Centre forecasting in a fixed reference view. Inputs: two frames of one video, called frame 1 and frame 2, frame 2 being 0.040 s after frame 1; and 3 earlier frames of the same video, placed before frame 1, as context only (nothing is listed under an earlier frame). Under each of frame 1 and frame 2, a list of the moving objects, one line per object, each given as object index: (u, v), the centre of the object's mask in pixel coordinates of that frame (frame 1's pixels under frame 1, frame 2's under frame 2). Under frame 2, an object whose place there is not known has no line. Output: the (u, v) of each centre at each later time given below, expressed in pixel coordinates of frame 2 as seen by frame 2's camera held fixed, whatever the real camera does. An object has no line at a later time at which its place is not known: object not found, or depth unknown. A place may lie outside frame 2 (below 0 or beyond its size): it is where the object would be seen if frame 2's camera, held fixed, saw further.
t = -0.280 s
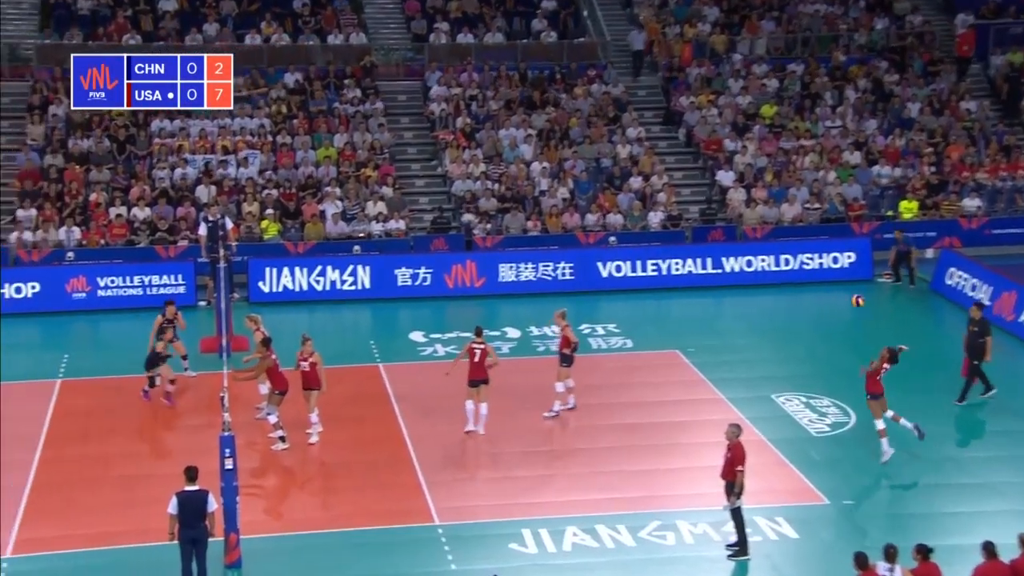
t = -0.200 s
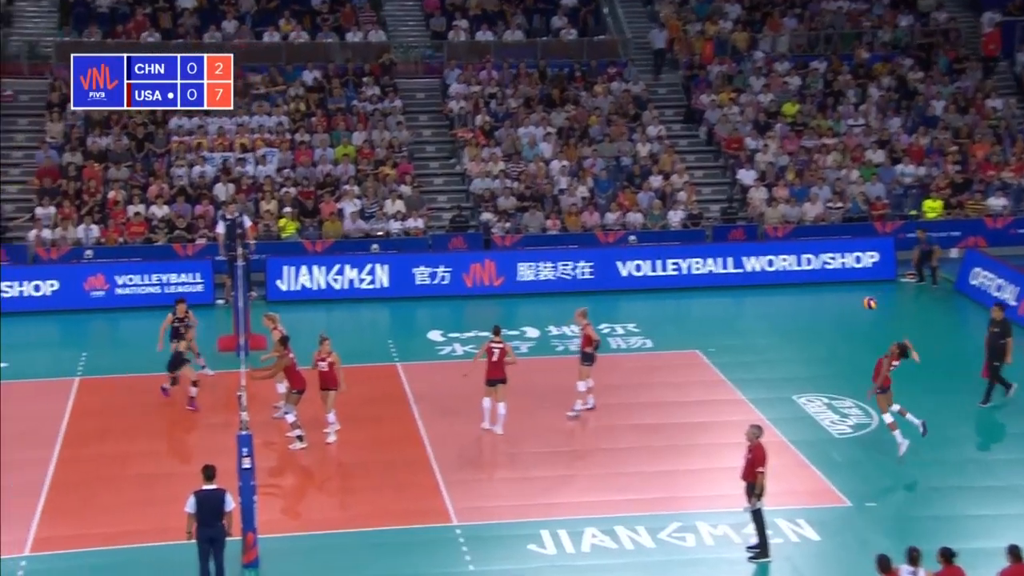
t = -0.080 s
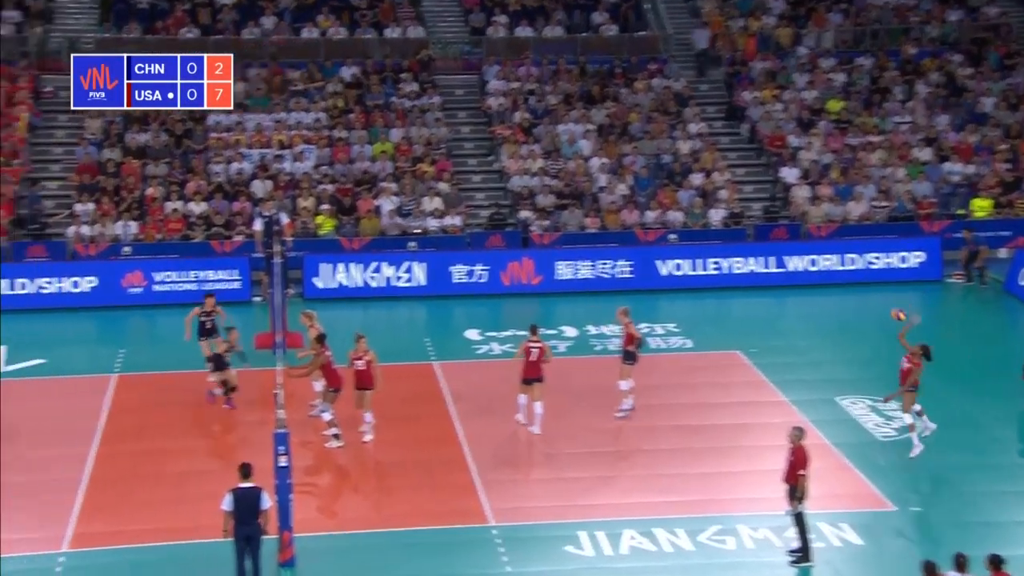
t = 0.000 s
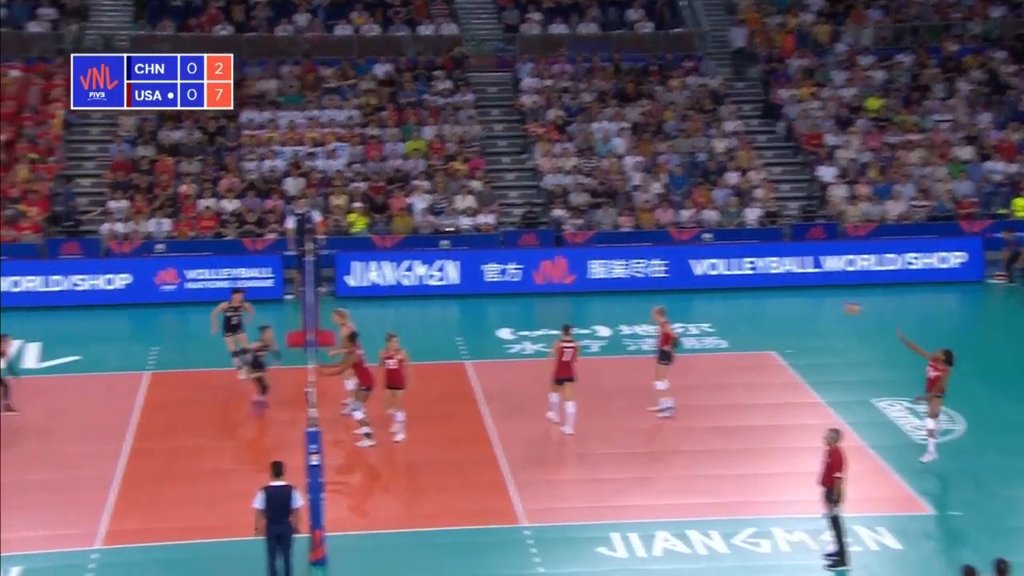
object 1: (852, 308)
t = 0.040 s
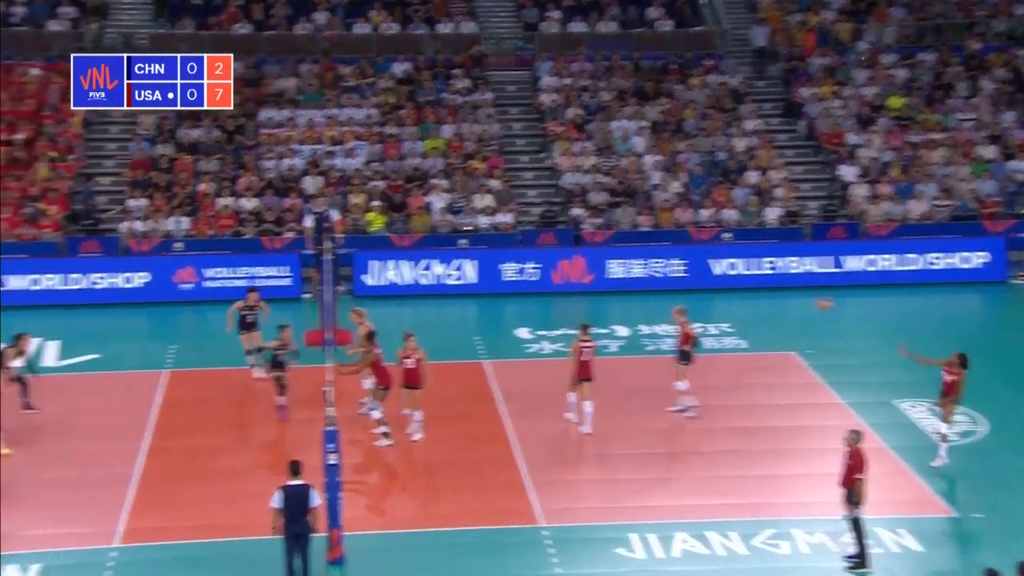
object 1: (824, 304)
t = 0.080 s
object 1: (775, 300)
